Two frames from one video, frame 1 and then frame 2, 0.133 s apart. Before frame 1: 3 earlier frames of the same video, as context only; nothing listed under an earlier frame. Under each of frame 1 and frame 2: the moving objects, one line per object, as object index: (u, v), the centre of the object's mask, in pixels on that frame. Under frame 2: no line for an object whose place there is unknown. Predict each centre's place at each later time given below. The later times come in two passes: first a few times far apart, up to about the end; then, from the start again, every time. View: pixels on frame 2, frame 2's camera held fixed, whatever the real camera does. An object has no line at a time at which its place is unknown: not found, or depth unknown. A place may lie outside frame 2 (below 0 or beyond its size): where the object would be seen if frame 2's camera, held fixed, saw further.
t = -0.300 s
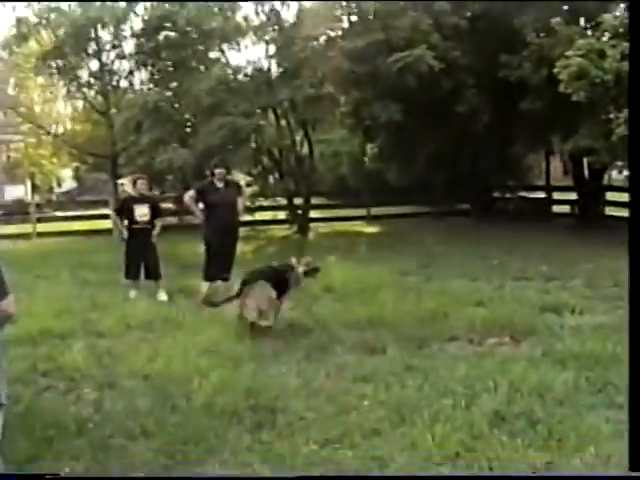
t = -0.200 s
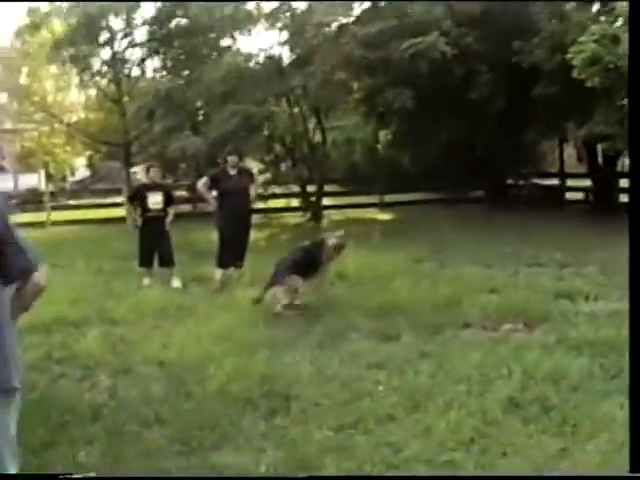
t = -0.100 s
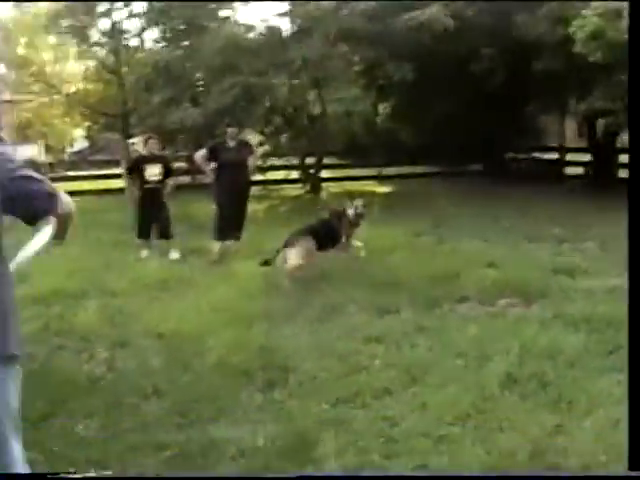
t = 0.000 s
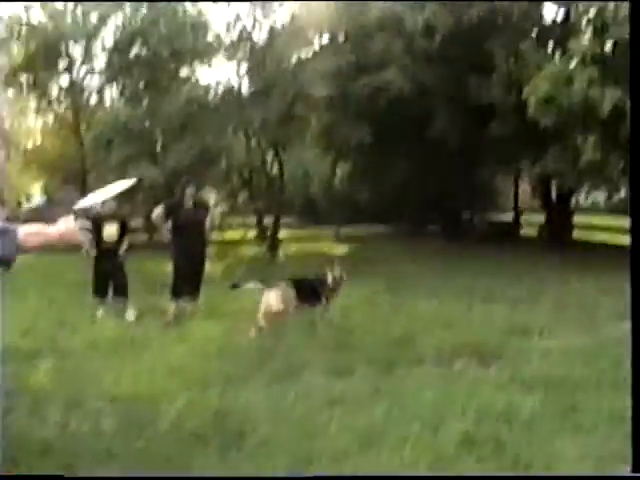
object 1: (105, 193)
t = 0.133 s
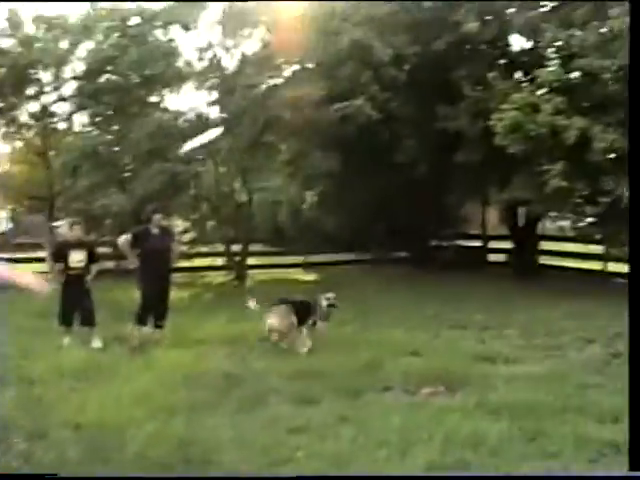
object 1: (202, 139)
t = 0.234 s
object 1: (269, 116)
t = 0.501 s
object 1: (377, 108)
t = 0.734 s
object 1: (417, 124)
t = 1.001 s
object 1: (433, 159)
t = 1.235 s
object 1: (426, 202)
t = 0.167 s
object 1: (227, 128)
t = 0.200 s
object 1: (249, 122)
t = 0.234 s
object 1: (269, 116)
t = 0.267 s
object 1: (289, 112)
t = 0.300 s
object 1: (306, 110)
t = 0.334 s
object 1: (322, 107)
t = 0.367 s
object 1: (335, 107)
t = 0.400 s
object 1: (345, 107)
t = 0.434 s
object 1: (357, 107)
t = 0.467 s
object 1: (368, 108)
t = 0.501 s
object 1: (377, 108)
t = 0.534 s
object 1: (386, 110)
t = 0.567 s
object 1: (392, 111)
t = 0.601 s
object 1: (399, 113)
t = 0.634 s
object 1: (404, 115)
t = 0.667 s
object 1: (409, 118)
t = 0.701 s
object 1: (414, 120)
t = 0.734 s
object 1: (417, 124)
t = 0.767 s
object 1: (421, 128)
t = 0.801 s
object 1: (425, 131)
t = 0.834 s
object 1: (426, 136)
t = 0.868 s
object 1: (429, 139)
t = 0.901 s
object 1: (431, 144)
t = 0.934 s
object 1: (431, 149)
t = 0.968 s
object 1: (432, 154)
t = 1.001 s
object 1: (433, 159)
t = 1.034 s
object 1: (433, 165)
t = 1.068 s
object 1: (433, 170)
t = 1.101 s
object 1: (432, 176)
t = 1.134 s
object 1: (431, 183)
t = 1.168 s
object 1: (430, 189)
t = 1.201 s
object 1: (429, 196)
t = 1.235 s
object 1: (426, 202)
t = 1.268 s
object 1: (424, 209)
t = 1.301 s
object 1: (421, 216)
